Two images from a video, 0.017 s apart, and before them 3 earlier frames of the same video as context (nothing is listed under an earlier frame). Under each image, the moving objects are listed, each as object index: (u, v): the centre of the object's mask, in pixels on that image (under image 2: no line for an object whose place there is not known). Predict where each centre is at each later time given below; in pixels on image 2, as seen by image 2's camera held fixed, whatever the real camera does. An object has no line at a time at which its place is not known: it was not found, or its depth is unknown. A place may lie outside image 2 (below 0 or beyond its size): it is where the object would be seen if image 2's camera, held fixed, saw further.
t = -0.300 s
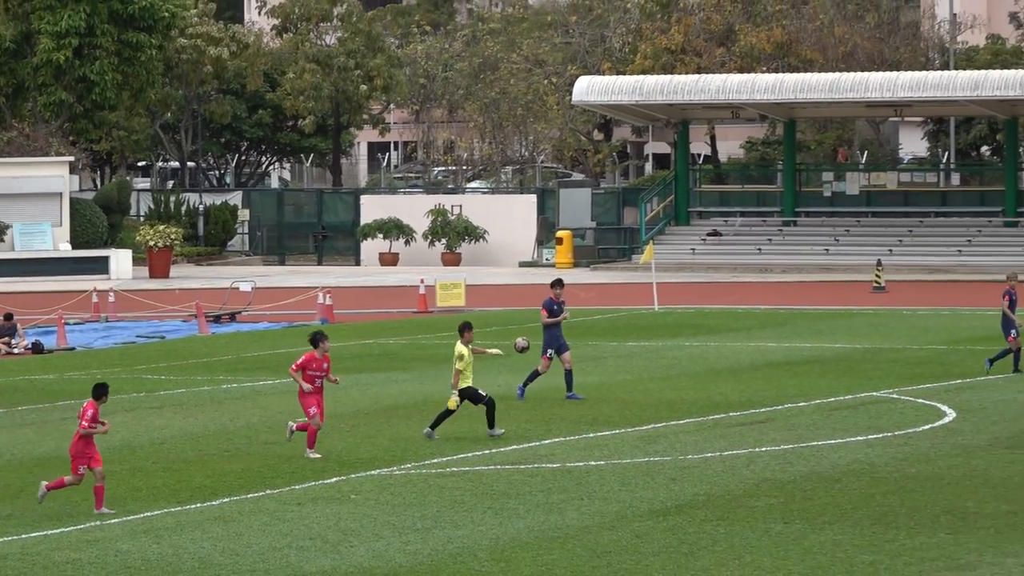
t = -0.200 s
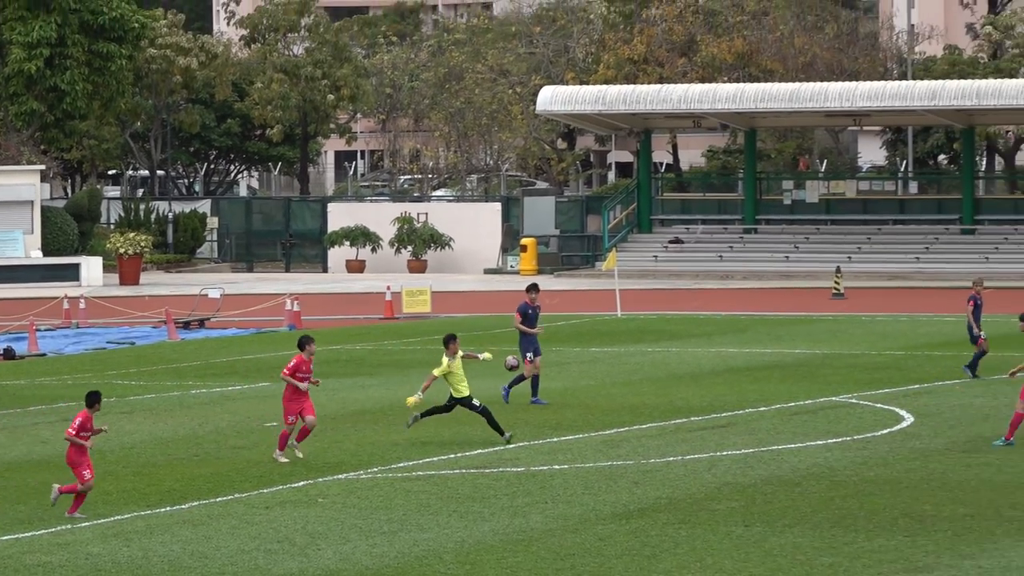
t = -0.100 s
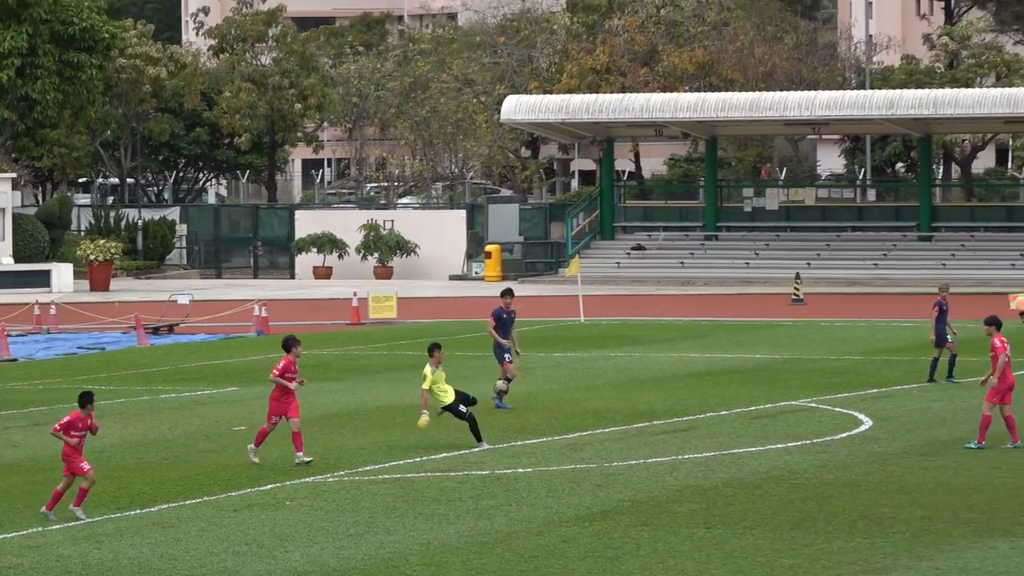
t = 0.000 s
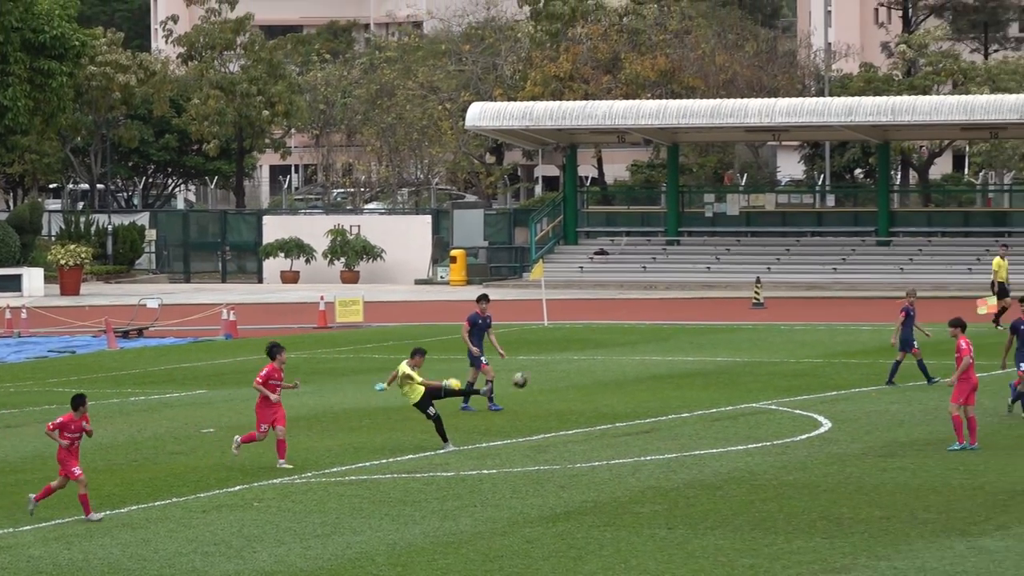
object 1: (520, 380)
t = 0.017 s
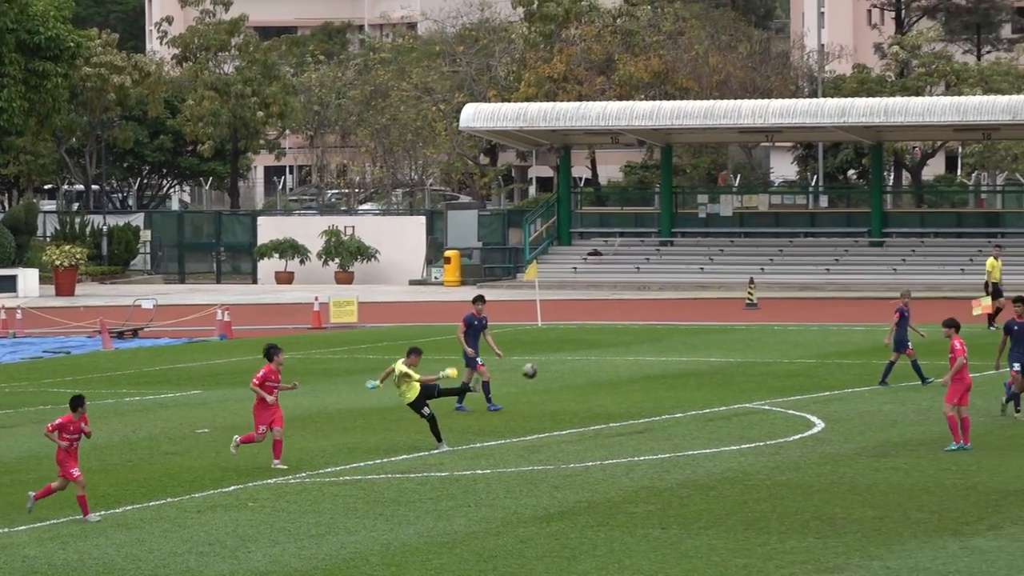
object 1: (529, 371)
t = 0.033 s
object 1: (545, 362)
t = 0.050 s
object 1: (561, 352)
